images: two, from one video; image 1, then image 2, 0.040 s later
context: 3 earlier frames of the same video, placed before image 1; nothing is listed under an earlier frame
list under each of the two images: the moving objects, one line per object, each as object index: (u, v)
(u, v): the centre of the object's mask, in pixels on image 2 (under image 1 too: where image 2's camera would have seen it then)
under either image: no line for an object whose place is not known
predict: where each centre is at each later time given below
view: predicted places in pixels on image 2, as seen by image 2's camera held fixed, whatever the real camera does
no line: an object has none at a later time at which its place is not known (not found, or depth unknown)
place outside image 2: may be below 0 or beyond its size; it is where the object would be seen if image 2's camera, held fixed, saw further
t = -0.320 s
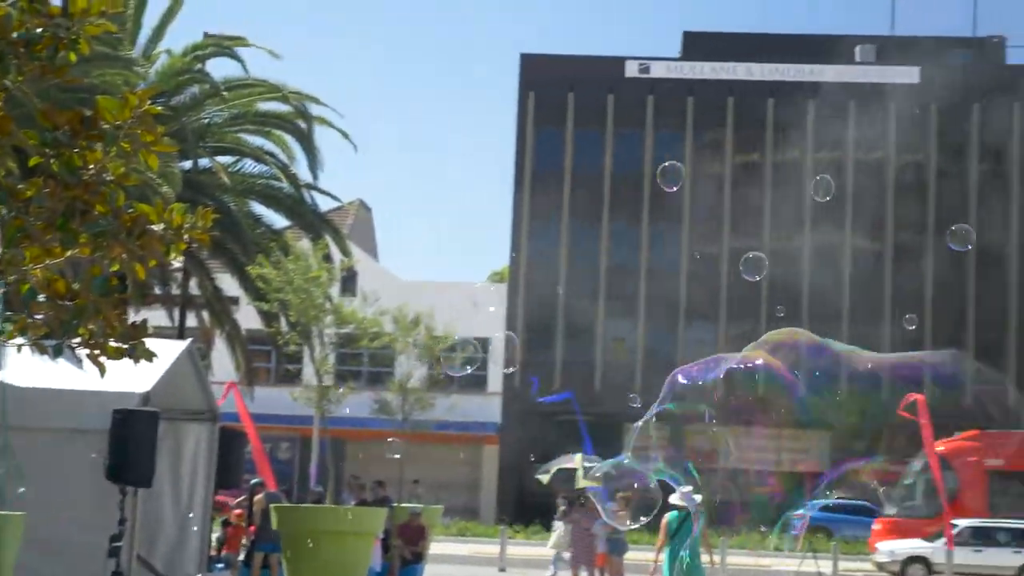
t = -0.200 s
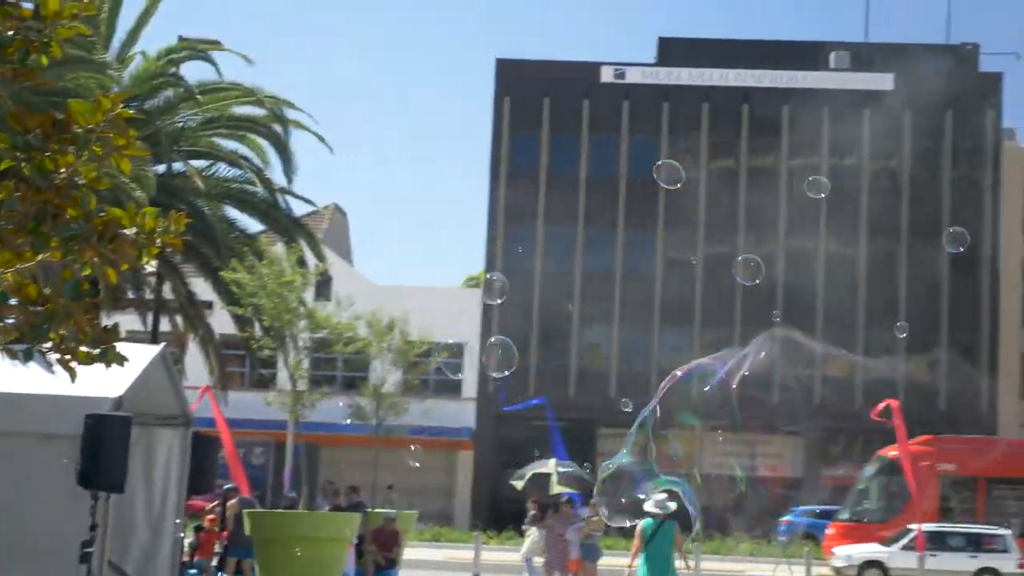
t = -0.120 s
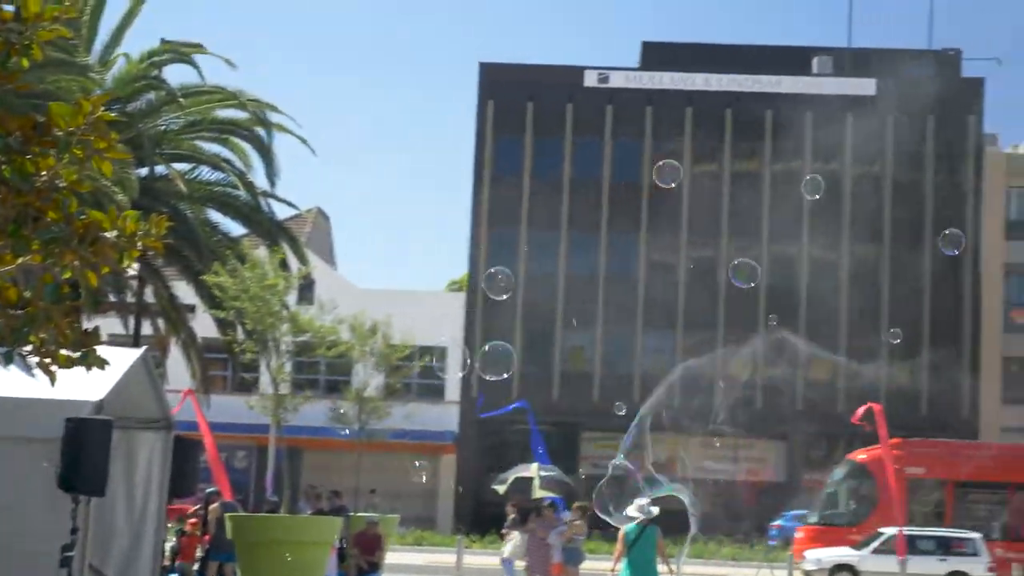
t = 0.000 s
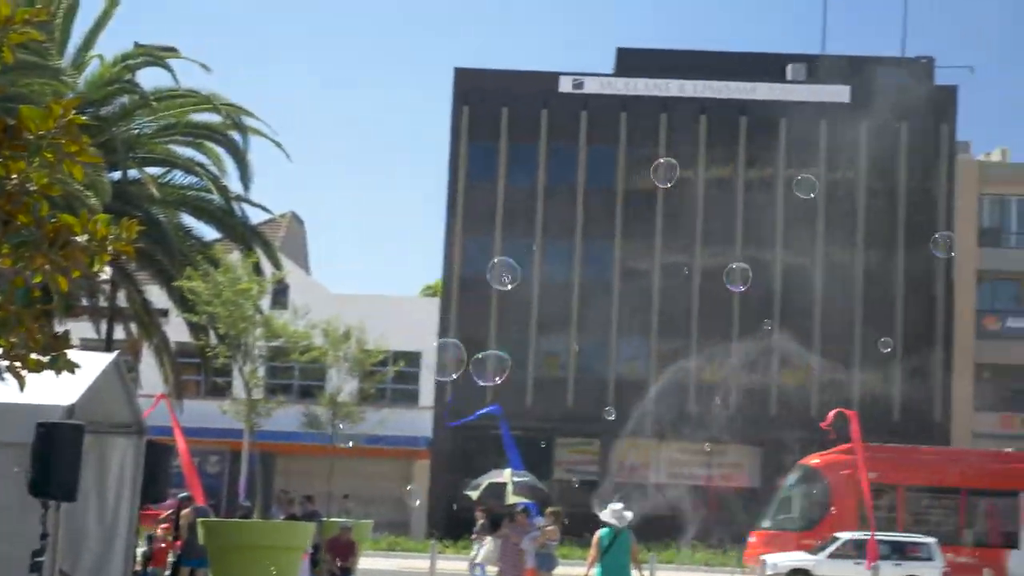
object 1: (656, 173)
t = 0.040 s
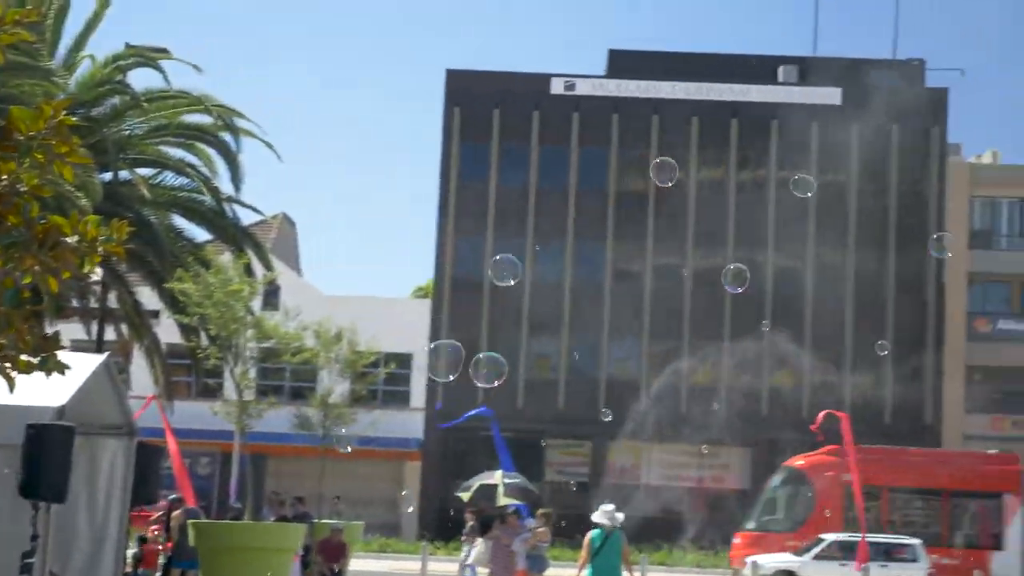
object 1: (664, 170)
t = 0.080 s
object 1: (671, 168)
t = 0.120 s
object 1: (677, 165)
